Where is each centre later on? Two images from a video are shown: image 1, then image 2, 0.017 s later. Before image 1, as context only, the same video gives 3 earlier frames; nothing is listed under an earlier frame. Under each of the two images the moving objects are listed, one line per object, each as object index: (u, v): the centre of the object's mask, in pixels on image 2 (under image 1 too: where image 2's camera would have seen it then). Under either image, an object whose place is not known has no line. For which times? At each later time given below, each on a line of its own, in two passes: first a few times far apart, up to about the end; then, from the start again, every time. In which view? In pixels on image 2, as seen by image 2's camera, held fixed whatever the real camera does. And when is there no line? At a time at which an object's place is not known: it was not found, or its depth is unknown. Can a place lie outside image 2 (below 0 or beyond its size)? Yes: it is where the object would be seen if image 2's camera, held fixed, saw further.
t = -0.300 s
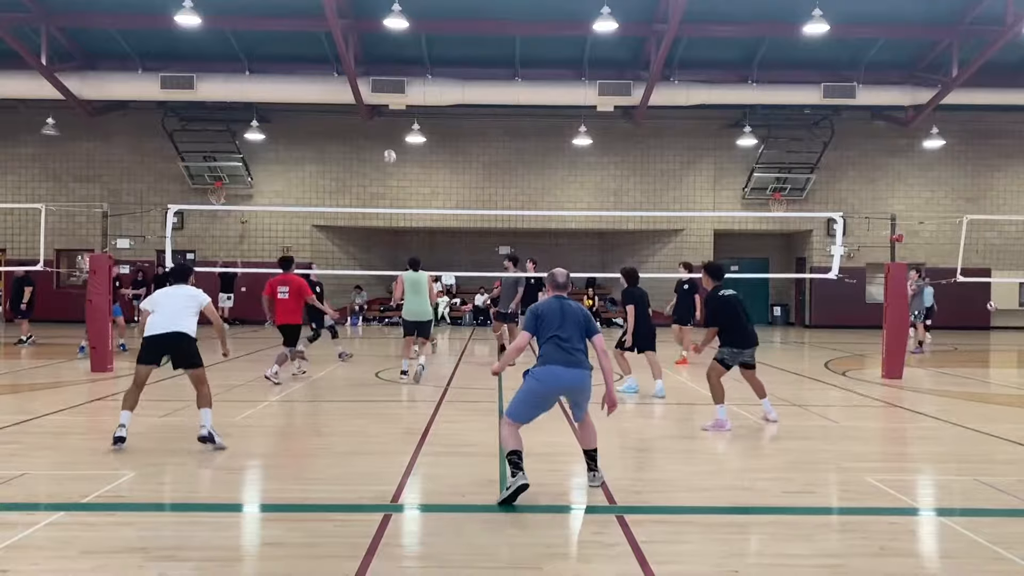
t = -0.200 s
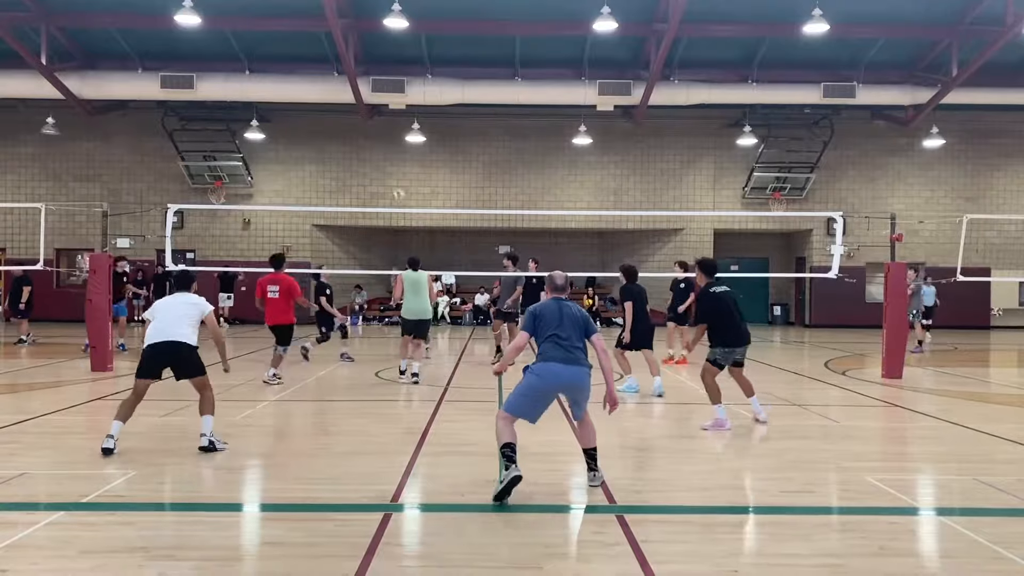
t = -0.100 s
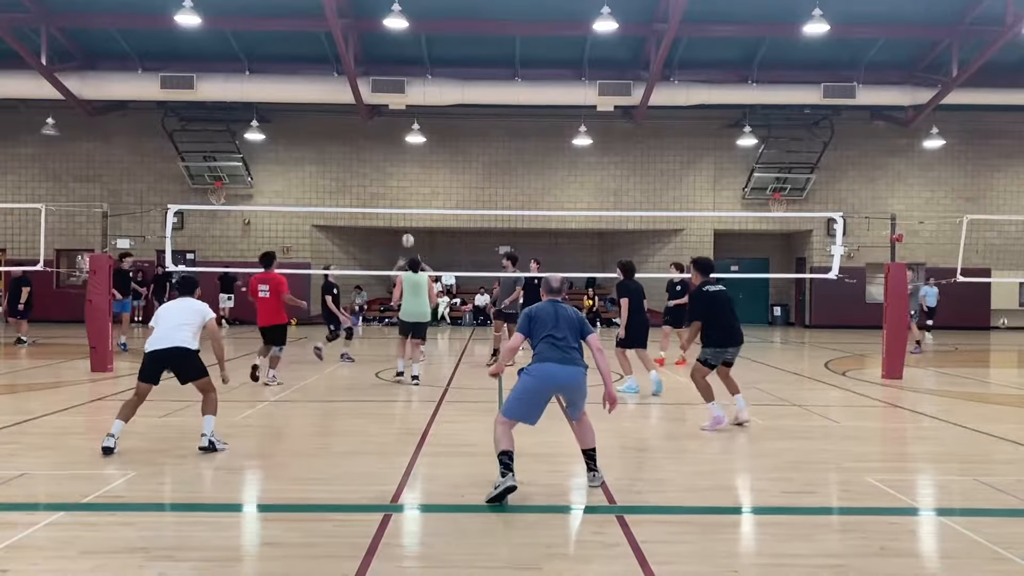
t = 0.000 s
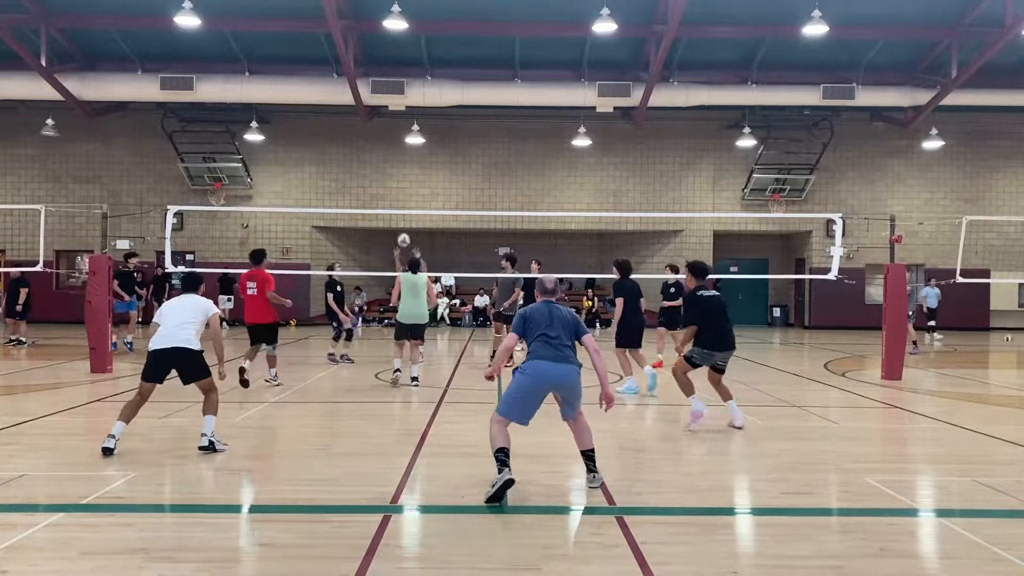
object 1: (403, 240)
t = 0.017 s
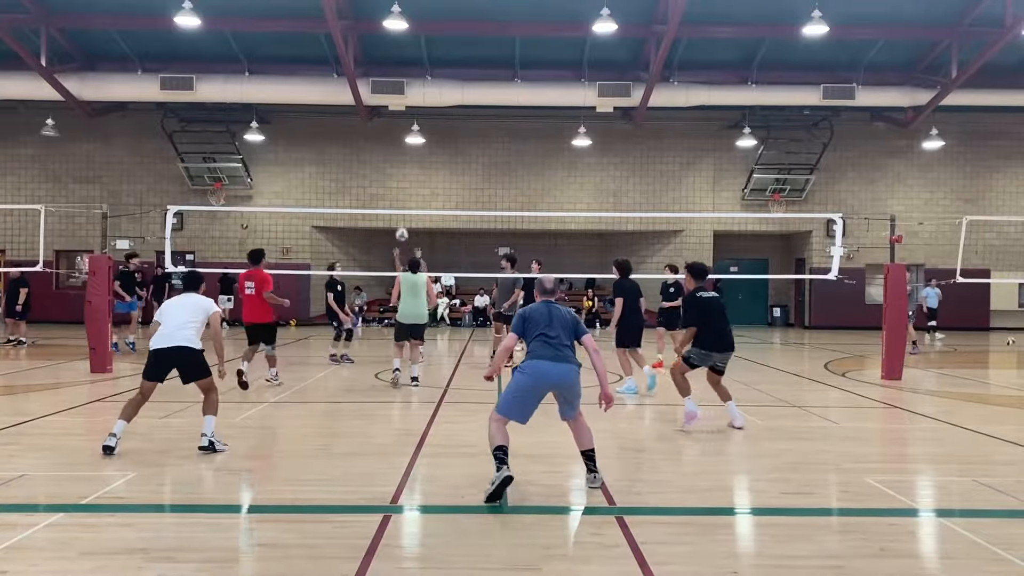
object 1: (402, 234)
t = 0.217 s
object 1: (371, 168)
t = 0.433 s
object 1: (328, 116)
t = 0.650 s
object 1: (276, 94)
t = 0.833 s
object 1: (217, 109)
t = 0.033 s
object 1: (399, 229)
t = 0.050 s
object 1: (397, 222)
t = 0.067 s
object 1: (396, 217)
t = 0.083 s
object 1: (395, 208)
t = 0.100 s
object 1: (390, 203)
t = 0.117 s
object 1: (386, 198)
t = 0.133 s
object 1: (384, 193)
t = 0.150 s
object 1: (382, 188)
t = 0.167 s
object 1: (379, 183)
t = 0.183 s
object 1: (376, 177)
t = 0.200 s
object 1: (374, 173)
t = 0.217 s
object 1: (371, 168)
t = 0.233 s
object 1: (368, 164)
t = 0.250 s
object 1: (365, 159)
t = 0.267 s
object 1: (362, 154)
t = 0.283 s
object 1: (359, 149)
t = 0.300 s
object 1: (356, 145)
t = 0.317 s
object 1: (352, 141)
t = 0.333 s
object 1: (349, 137)
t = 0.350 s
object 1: (346, 133)
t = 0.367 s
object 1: (342, 129)
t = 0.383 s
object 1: (339, 126)
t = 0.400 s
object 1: (335, 122)
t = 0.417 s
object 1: (332, 120)
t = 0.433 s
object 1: (328, 116)
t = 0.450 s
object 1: (324, 113)
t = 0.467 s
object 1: (321, 111)
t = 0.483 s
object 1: (317, 109)
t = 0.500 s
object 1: (313, 107)
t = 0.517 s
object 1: (309, 104)
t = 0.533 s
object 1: (306, 103)
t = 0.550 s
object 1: (301, 100)
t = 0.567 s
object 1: (298, 98)
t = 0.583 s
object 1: (293, 96)
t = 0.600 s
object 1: (289, 95)
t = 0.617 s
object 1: (285, 95)
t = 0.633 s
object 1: (280, 94)
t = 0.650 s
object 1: (276, 94)
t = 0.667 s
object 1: (271, 93)
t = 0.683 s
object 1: (266, 93)
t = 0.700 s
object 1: (260, 93)
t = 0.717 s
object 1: (255, 94)
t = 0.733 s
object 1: (248, 96)
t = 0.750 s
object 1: (245, 98)
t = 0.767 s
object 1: (240, 99)
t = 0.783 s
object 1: (234, 101)
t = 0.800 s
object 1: (229, 103)
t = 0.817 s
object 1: (223, 106)
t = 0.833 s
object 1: (217, 109)
